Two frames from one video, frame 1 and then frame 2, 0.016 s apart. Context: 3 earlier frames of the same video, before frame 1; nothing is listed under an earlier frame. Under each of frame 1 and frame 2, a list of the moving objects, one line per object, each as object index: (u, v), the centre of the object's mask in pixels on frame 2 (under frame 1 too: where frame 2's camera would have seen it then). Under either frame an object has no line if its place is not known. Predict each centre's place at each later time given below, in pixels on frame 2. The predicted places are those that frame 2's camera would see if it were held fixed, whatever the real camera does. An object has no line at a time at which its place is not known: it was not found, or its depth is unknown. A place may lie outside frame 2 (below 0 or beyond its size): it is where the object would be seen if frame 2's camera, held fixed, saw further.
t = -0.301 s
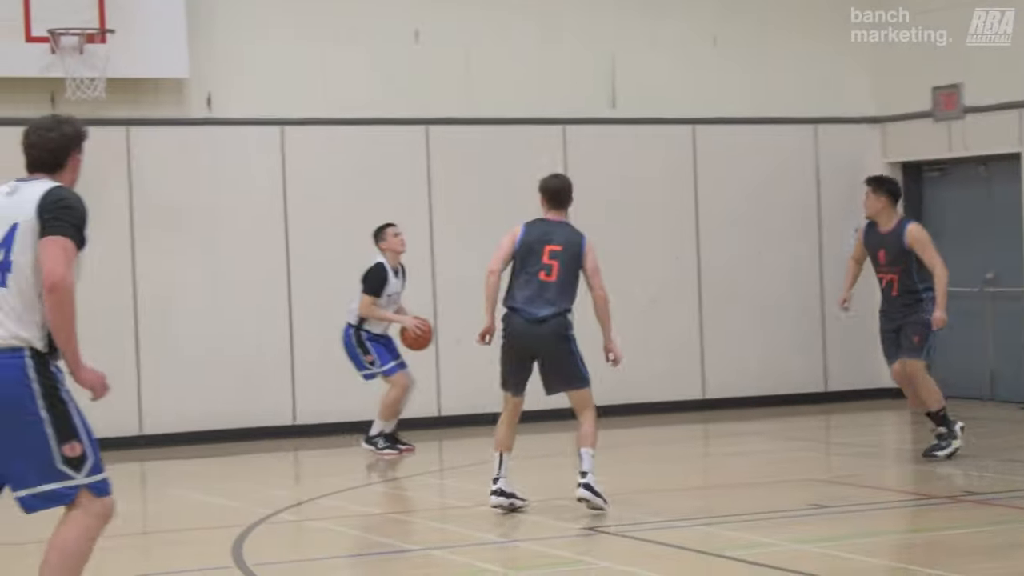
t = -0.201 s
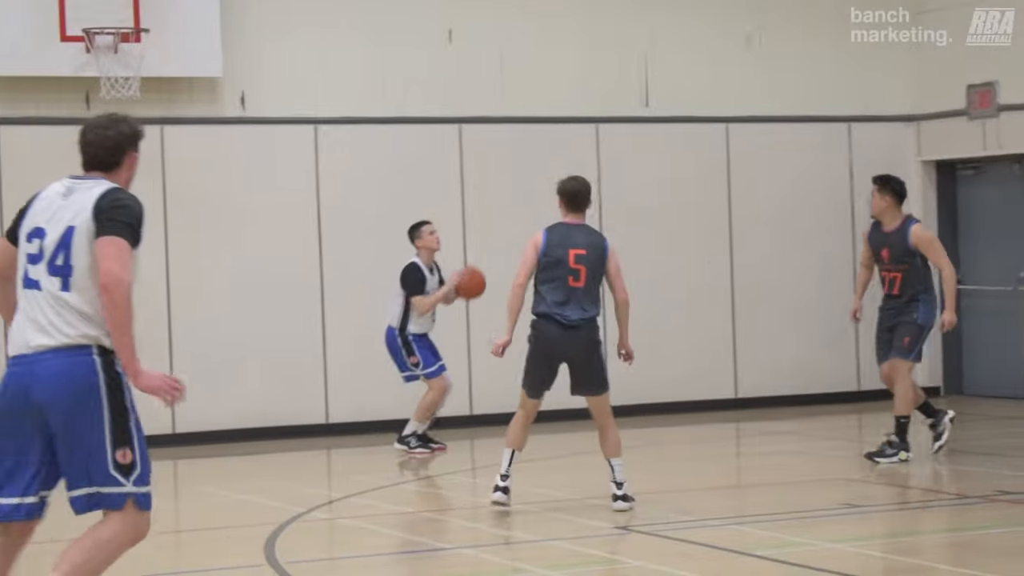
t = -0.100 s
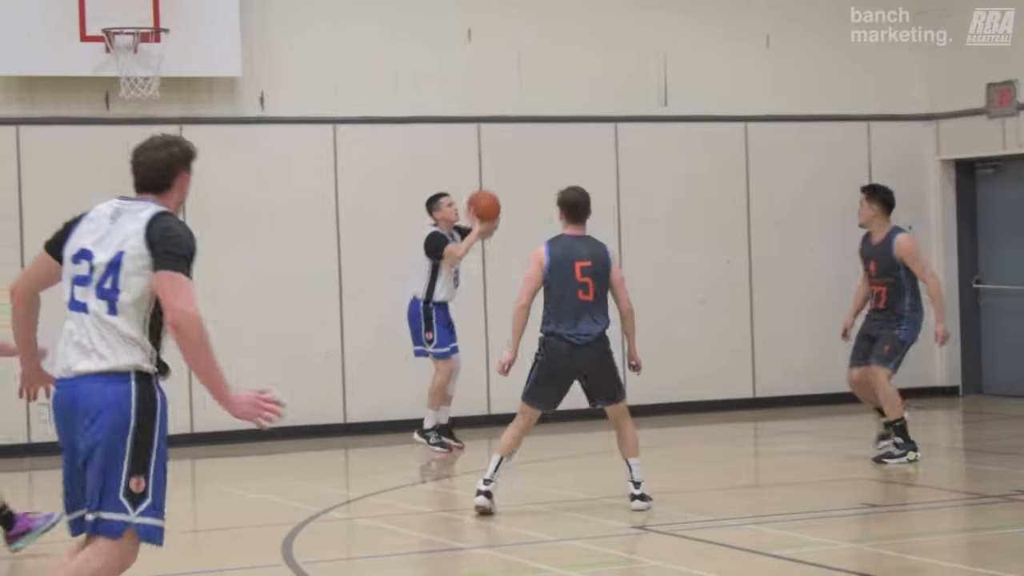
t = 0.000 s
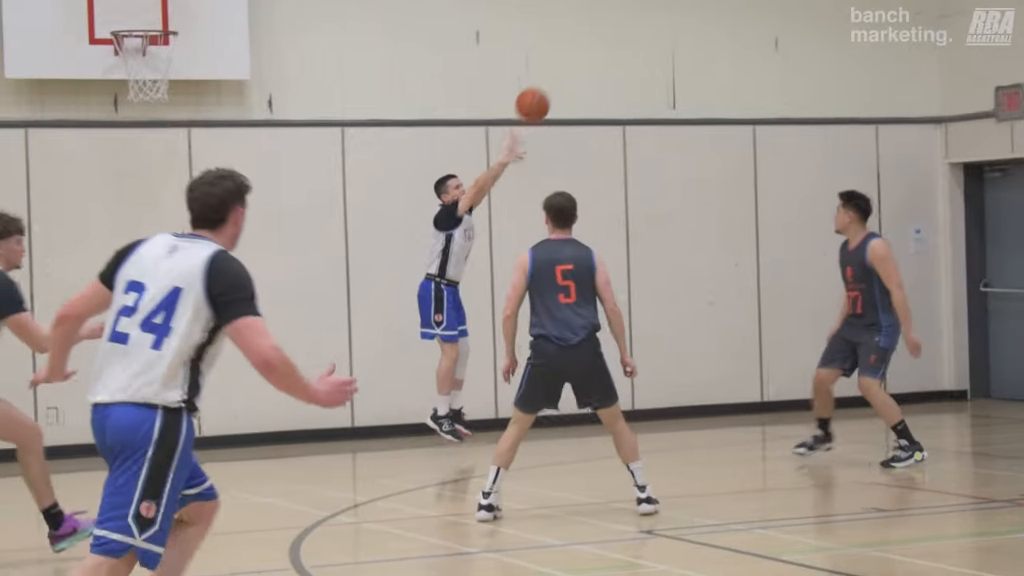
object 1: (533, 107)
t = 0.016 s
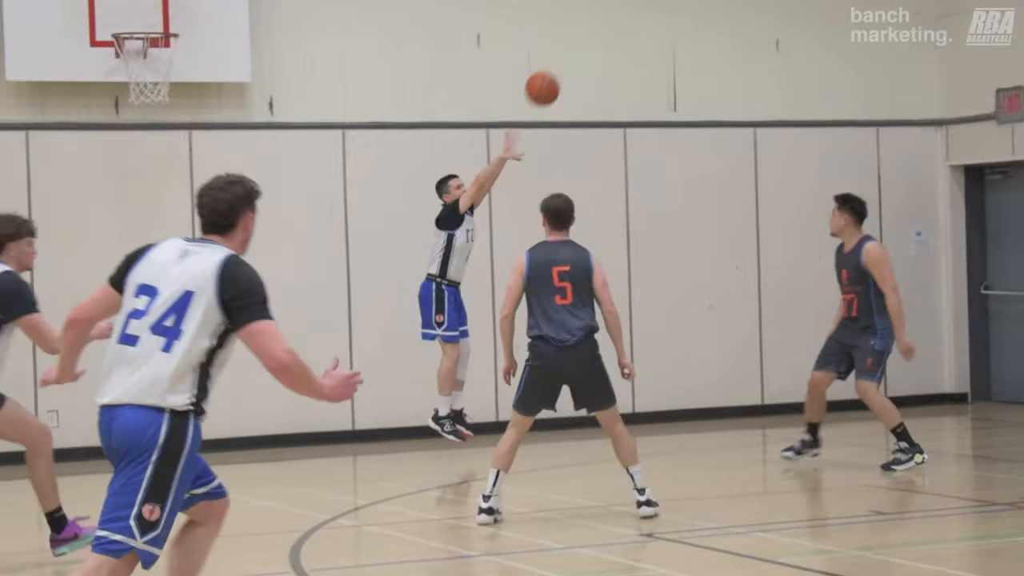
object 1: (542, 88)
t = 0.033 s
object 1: (551, 70)
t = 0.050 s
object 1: (561, 51)
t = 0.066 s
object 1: (570, 32)
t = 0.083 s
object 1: (581, 14)
